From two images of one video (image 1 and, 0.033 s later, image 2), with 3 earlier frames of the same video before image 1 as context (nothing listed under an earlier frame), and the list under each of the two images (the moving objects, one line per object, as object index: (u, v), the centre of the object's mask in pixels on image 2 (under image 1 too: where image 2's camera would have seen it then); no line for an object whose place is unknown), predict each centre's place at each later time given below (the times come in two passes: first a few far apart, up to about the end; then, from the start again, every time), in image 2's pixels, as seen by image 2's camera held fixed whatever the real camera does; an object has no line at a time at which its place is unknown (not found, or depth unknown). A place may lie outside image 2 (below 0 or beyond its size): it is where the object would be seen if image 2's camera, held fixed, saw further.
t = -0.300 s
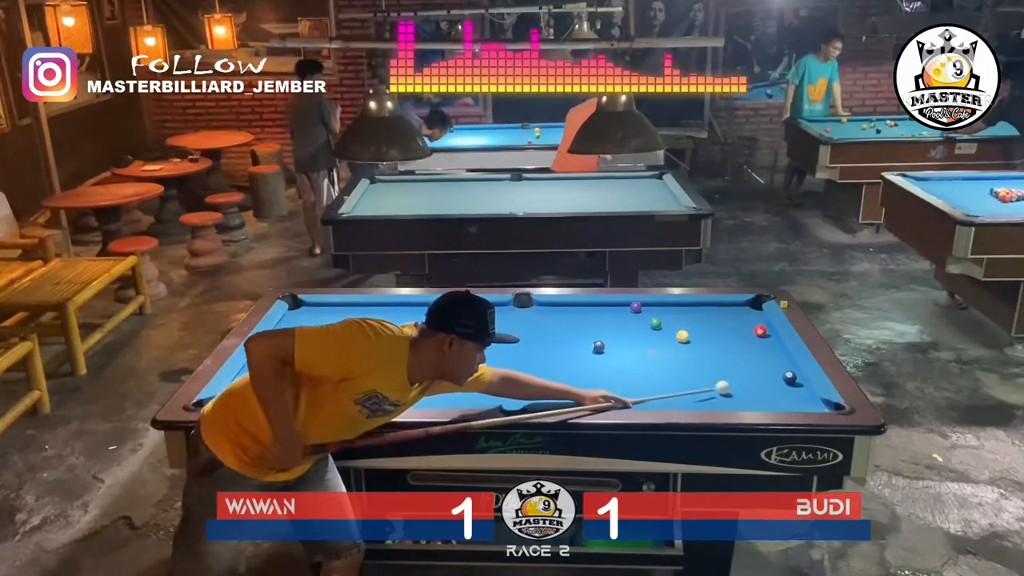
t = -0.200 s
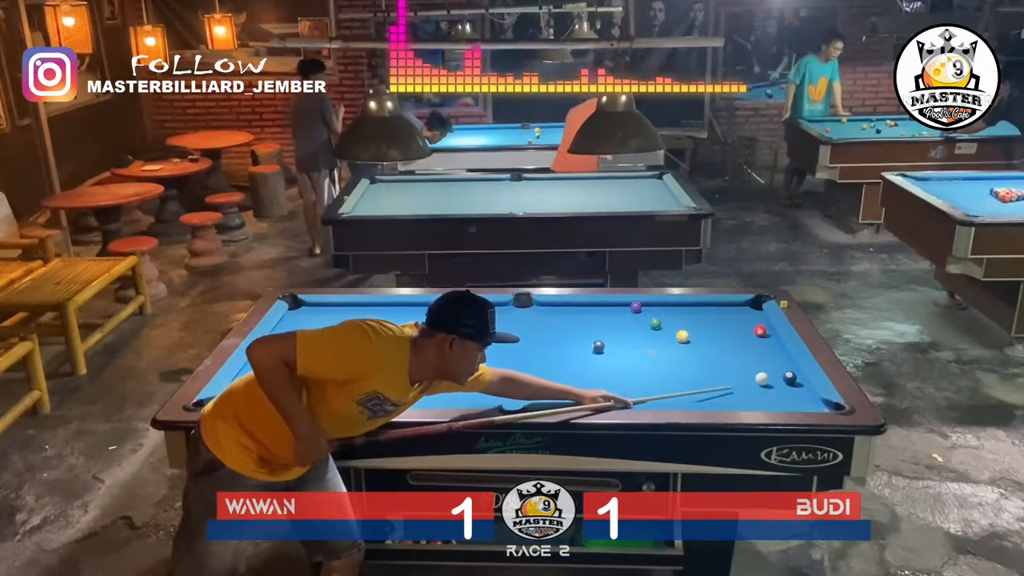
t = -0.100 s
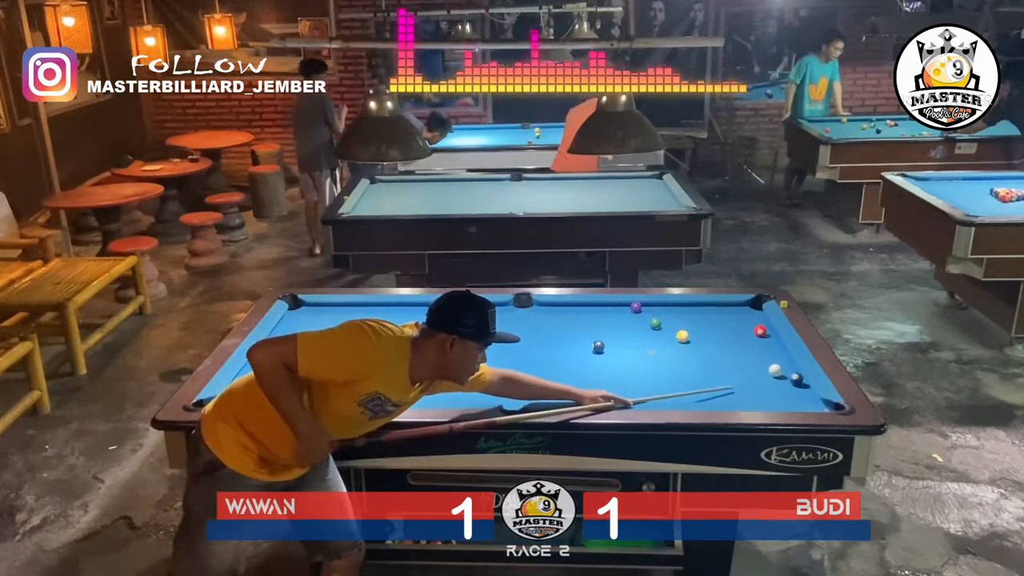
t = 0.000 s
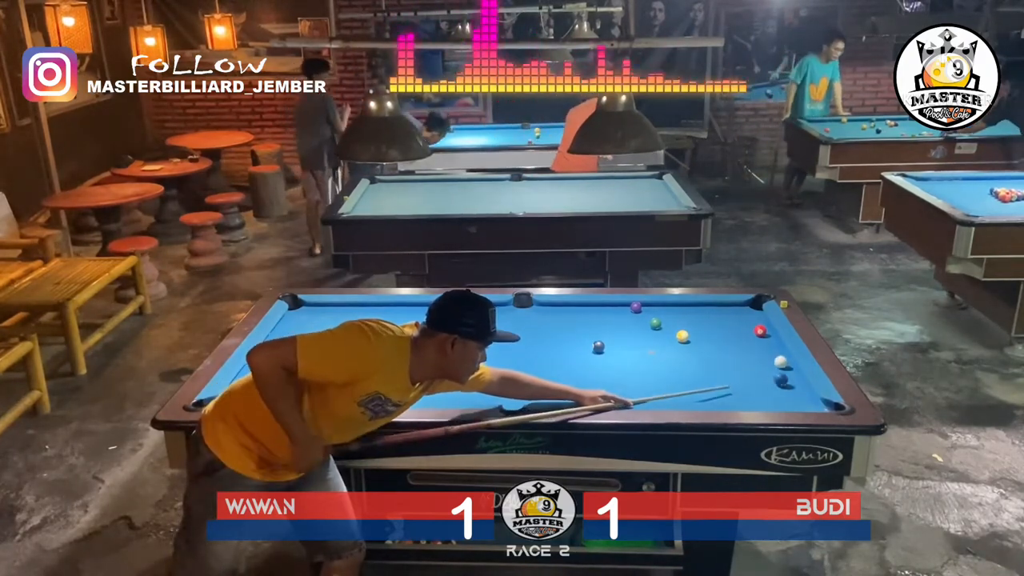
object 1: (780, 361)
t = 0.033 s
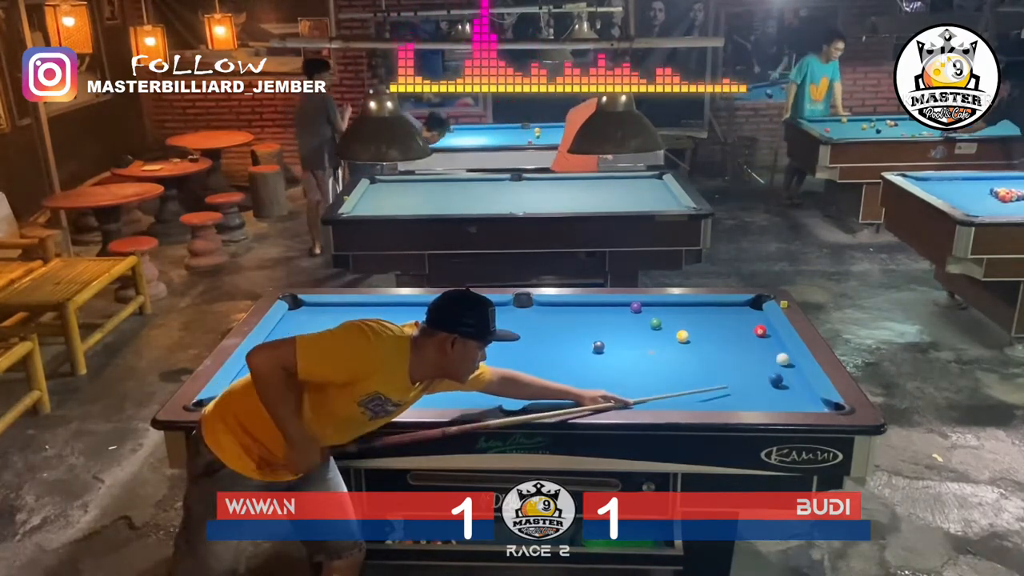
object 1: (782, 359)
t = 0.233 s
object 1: (771, 347)
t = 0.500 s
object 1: (751, 333)
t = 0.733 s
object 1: (733, 324)
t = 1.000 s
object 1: (715, 315)
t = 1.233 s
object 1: (702, 309)
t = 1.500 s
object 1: (692, 305)
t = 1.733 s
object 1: (689, 308)
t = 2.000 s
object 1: (687, 310)
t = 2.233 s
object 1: (687, 312)
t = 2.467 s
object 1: (687, 312)
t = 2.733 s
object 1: (687, 312)
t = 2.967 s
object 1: (687, 312)
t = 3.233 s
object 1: (687, 312)
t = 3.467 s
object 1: (687, 312)
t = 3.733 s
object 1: (687, 312)
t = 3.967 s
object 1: (687, 312)
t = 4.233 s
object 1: (687, 312)
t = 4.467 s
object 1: (687, 312)
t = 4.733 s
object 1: (687, 312)
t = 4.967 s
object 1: (687, 312)
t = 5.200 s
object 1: (687, 312)
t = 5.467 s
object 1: (687, 312)
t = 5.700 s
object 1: (687, 312)
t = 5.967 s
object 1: (687, 312)
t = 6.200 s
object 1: (687, 312)
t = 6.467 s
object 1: (687, 312)
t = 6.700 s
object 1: (687, 312)
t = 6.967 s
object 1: (687, 312)
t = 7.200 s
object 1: (687, 312)
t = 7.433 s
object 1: (687, 312)
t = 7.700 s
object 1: (687, 312)
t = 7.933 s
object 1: (687, 312)
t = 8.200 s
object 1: (687, 312)
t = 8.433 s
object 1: (687, 312)
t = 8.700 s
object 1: (687, 312)
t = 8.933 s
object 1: (687, 312)
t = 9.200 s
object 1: (687, 312)
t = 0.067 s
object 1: (784, 356)
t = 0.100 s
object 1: (783, 354)
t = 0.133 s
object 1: (779, 352)
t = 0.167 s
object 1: (777, 350)
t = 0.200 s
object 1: (774, 348)
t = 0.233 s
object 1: (771, 347)
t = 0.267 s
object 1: (768, 345)
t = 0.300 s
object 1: (766, 343)
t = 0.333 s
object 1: (763, 341)
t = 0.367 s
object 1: (761, 339)
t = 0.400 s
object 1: (758, 338)
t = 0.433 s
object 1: (755, 336)
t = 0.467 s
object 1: (753, 335)
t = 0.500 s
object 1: (751, 333)
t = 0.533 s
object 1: (748, 332)
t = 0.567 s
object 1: (745, 330)
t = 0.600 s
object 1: (743, 329)
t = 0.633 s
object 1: (740, 328)
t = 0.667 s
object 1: (738, 327)
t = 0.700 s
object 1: (735, 325)
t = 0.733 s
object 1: (733, 324)
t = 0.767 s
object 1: (730, 323)
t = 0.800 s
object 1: (728, 322)
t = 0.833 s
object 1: (726, 321)
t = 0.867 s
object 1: (724, 320)
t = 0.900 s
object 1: (721, 319)
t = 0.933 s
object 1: (719, 318)
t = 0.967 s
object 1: (717, 317)
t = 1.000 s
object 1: (715, 315)
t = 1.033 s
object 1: (713, 314)
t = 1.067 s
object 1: (711, 314)
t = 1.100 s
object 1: (709, 313)
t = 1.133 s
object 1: (708, 312)
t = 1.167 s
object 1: (706, 311)
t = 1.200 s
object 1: (704, 310)
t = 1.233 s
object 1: (702, 309)
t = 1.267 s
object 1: (701, 309)
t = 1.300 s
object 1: (699, 308)
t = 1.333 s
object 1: (697, 307)
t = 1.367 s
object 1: (696, 306)
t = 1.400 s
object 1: (694, 305)
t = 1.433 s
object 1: (693, 305)
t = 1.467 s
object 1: (692, 305)
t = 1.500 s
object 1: (692, 305)
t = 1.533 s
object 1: (691, 305)
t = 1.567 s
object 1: (691, 306)
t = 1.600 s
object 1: (691, 306)
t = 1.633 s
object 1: (690, 307)
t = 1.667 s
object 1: (690, 307)
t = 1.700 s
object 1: (689, 307)
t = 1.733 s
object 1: (689, 308)
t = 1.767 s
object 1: (689, 308)
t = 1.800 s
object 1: (689, 308)
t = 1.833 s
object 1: (688, 309)
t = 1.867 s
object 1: (688, 309)
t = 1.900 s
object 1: (688, 310)
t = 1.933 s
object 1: (688, 310)
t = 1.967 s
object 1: (687, 310)
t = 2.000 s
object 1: (687, 310)
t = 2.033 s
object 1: (687, 311)
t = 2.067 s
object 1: (687, 311)
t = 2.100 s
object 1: (687, 311)
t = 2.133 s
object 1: (687, 311)
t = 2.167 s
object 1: (687, 312)
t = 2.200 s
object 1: (687, 312)
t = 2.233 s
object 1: (687, 312)
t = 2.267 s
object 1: (687, 312)
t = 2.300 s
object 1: (687, 312)
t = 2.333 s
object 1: (687, 312)
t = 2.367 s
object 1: (687, 312)
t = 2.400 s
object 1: (687, 312)
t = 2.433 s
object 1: (687, 312)
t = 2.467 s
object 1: (687, 312)
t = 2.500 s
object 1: (687, 312)
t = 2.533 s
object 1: (687, 312)
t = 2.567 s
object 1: (687, 312)
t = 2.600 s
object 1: (687, 312)
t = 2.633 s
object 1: (687, 312)
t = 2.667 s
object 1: (687, 312)
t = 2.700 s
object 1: (687, 312)
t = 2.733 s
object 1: (687, 312)
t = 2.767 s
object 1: (687, 312)
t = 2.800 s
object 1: (687, 312)
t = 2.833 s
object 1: (687, 312)
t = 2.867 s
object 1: (687, 312)
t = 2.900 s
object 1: (687, 312)
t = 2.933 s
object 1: (687, 312)
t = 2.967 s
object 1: (687, 312)
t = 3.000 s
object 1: (687, 312)
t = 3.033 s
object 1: (687, 312)
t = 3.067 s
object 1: (687, 312)
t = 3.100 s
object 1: (687, 312)
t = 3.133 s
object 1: (687, 312)
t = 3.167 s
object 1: (687, 312)
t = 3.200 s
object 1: (687, 312)
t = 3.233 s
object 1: (687, 312)
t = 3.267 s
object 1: (687, 312)
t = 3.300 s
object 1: (687, 312)
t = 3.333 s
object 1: (687, 312)
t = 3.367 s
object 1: (687, 312)
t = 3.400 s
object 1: (687, 312)
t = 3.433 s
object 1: (687, 312)
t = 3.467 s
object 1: (687, 312)
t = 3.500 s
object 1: (687, 312)
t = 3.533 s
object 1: (687, 312)
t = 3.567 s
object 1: (687, 312)
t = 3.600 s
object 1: (687, 312)
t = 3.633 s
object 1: (687, 312)
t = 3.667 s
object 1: (687, 312)
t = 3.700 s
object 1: (687, 312)
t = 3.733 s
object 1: (687, 312)
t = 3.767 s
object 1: (687, 312)
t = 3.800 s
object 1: (687, 312)
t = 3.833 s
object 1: (687, 312)
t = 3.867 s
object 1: (687, 312)
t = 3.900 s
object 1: (687, 312)
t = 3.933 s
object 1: (687, 312)
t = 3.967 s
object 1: (687, 312)
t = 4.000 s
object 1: (687, 312)
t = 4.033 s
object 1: (687, 312)
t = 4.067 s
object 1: (687, 312)
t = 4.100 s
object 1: (687, 312)
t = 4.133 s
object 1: (687, 312)
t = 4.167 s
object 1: (687, 312)
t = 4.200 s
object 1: (687, 312)
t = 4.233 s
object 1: (687, 312)
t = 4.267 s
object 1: (687, 312)
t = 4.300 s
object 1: (687, 312)
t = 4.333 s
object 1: (687, 312)
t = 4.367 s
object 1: (687, 312)
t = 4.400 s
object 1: (687, 312)
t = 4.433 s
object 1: (687, 312)
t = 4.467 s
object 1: (687, 312)
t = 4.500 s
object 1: (687, 312)
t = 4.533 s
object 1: (687, 312)
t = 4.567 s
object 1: (687, 312)
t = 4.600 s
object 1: (687, 312)
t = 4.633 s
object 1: (687, 312)
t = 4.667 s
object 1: (687, 312)
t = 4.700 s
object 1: (687, 312)
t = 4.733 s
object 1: (687, 312)
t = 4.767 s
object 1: (687, 312)
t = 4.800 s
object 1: (687, 312)
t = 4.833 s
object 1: (687, 312)
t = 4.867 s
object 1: (687, 312)
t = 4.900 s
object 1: (687, 312)
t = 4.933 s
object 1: (687, 312)
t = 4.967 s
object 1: (687, 312)
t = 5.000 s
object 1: (687, 312)
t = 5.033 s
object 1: (687, 312)
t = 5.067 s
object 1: (687, 312)
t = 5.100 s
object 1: (687, 312)
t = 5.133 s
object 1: (687, 312)
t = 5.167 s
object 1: (687, 312)
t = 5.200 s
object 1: (687, 312)
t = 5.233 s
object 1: (687, 312)
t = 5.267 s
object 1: (687, 312)
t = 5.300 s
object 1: (687, 312)
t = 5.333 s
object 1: (687, 312)
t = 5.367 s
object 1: (687, 312)
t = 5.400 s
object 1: (687, 312)
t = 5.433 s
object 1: (687, 312)
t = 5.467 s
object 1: (687, 312)
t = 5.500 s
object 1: (687, 312)
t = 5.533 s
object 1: (687, 312)
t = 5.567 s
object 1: (687, 312)
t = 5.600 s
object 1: (687, 312)
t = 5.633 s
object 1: (687, 312)
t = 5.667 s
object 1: (687, 312)
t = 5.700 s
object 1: (687, 312)
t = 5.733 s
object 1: (687, 312)
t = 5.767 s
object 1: (687, 312)
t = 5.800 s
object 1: (687, 312)
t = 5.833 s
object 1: (687, 312)
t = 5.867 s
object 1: (687, 312)
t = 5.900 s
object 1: (687, 312)
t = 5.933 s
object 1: (687, 312)
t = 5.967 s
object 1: (687, 312)
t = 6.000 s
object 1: (687, 312)
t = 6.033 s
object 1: (687, 312)
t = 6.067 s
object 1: (687, 312)
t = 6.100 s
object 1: (687, 312)
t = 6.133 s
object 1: (687, 312)
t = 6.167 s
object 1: (687, 312)
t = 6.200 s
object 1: (687, 312)
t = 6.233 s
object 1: (687, 312)
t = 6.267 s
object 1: (687, 312)
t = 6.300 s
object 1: (687, 312)
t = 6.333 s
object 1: (687, 312)
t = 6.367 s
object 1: (687, 312)
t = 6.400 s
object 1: (687, 312)
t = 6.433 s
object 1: (687, 312)
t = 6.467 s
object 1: (687, 312)
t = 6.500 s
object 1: (687, 312)
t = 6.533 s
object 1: (687, 312)
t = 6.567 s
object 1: (687, 312)
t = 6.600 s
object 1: (687, 312)
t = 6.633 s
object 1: (687, 312)
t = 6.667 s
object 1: (687, 312)
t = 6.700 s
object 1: (687, 312)
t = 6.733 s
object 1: (687, 312)
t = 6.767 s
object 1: (687, 312)
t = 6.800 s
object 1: (687, 312)
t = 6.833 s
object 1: (687, 312)
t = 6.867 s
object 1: (687, 312)
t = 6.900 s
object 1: (687, 312)
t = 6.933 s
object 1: (687, 312)
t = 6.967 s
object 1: (687, 312)
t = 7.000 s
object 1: (687, 312)
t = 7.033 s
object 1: (687, 312)
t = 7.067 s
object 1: (687, 312)
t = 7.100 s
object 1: (687, 312)
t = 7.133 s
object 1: (687, 312)
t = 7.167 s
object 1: (687, 312)
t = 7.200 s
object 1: (687, 312)
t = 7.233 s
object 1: (687, 312)
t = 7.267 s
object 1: (687, 312)
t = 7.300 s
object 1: (687, 312)
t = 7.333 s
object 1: (687, 312)
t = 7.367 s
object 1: (687, 312)
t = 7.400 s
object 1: (687, 312)
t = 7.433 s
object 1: (687, 312)
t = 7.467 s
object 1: (687, 312)
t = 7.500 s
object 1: (687, 312)
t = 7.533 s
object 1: (687, 312)
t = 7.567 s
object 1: (687, 312)
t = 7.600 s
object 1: (687, 312)
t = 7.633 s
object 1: (687, 312)
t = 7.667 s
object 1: (687, 312)
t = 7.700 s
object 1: (687, 312)
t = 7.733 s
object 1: (687, 312)
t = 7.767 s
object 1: (687, 312)
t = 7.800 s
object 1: (687, 312)
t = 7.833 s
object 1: (687, 312)
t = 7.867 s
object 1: (687, 312)
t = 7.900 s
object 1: (687, 312)
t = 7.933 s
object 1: (687, 312)
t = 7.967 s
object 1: (687, 312)
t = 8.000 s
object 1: (687, 312)
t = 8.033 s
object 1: (687, 312)
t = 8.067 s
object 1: (687, 312)
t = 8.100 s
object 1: (687, 312)
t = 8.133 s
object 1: (687, 312)
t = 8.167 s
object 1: (687, 312)
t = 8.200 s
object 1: (687, 312)
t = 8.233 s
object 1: (687, 312)
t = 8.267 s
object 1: (687, 312)
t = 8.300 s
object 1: (687, 312)
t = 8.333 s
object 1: (687, 312)
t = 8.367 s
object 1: (687, 312)
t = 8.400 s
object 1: (687, 312)
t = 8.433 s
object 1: (687, 312)
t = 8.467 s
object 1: (687, 312)
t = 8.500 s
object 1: (687, 312)
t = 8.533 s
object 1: (687, 312)
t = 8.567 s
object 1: (687, 312)
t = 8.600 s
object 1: (687, 312)
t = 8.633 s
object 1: (687, 312)
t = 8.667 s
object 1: (687, 312)
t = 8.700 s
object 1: (687, 312)
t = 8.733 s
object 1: (687, 312)
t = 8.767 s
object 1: (687, 312)
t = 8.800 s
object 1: (687, 312)
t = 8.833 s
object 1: (687, 312)
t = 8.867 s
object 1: (687, 312)
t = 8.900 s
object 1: (687, 312)
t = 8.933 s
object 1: (687, 312)
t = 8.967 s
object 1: (687, 312)
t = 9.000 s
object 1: (687, 312)
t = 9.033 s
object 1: (687, 312)
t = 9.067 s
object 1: (687, 312)
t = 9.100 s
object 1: (687, 312)
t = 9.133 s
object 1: (687, 312)
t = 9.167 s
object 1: (687, 312)
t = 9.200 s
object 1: (687, 312)
